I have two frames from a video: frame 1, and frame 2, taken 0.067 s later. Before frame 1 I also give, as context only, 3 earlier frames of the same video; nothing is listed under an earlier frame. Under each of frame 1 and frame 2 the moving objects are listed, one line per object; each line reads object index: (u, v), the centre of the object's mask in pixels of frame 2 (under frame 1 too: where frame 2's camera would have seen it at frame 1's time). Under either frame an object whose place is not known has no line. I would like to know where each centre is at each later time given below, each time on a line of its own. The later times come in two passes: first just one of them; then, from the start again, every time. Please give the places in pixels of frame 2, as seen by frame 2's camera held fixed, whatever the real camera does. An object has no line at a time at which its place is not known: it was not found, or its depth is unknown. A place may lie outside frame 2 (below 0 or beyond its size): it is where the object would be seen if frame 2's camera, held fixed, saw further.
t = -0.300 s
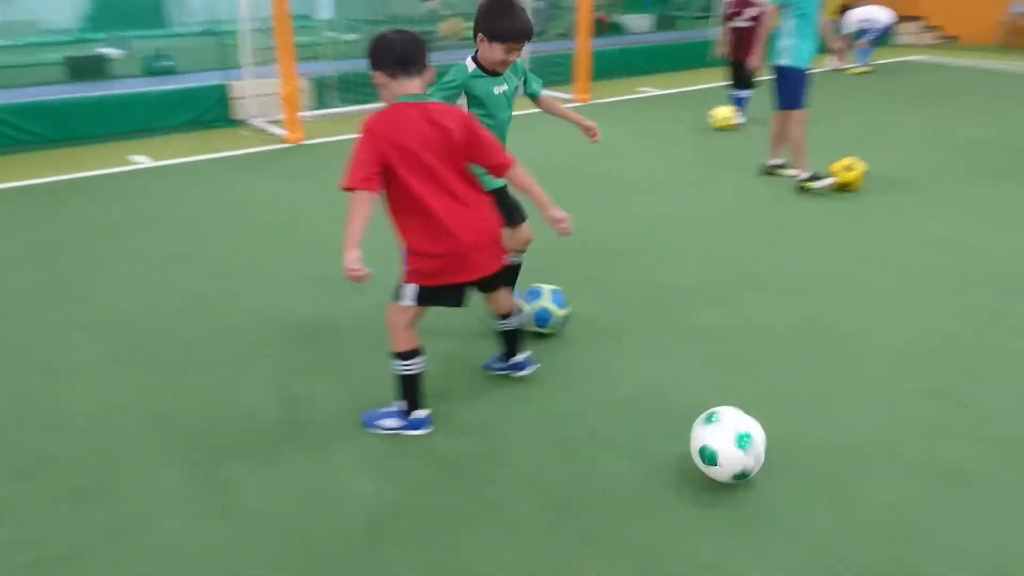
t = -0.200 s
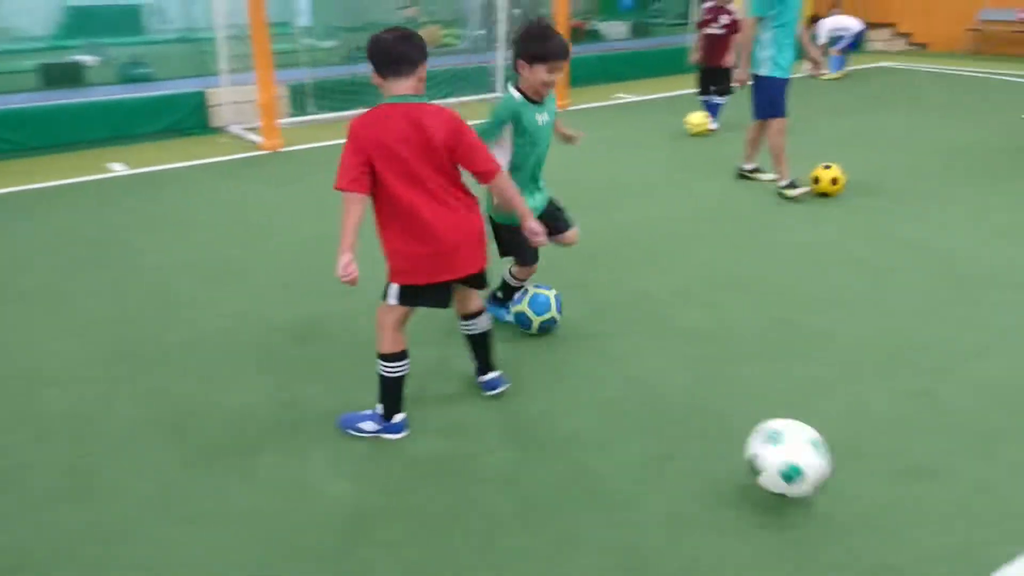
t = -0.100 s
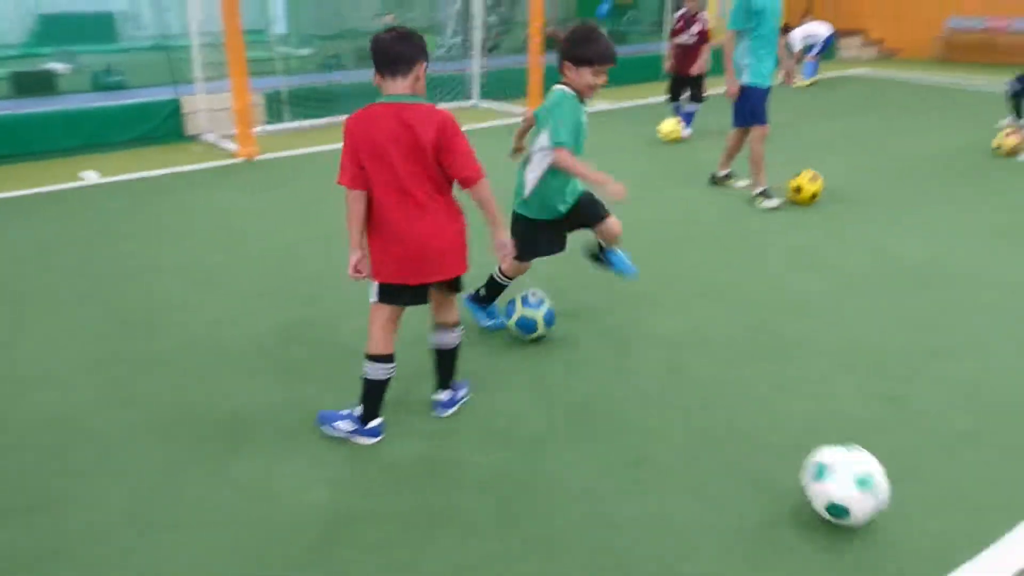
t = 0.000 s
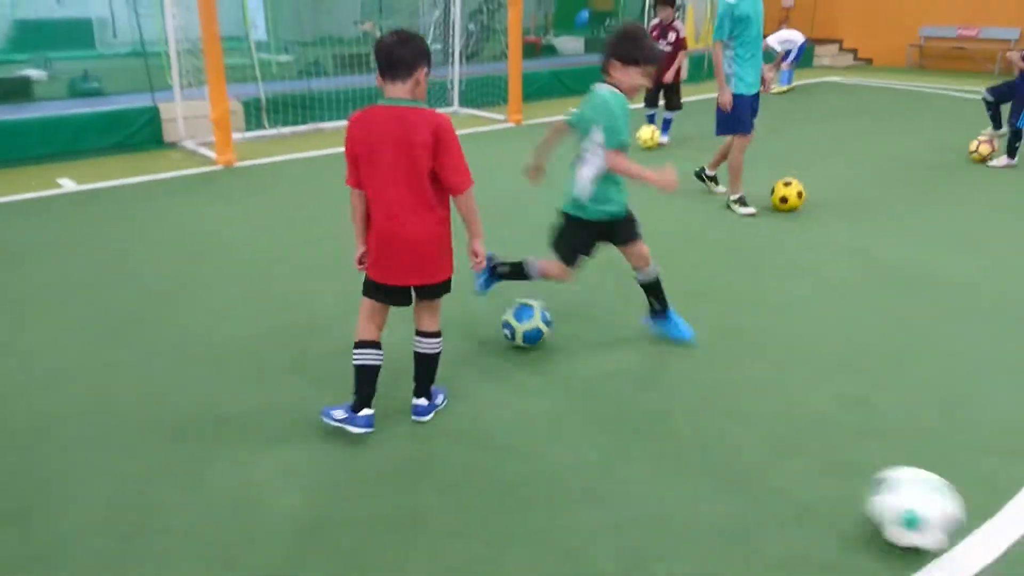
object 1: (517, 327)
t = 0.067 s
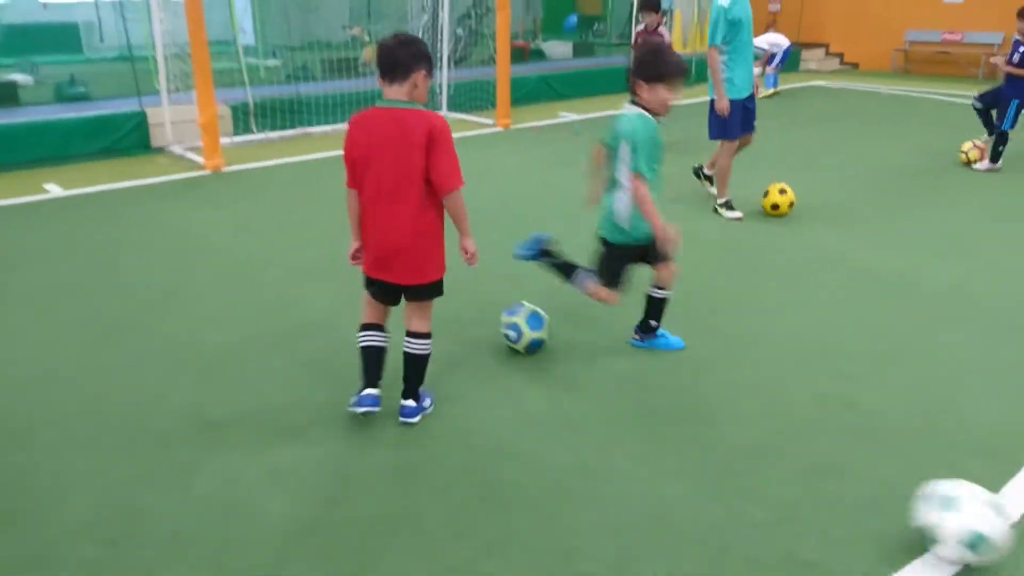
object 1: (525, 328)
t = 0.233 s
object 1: (547, 329)
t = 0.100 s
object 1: (529, 327)
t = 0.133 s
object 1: (534, 328)
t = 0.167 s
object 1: (540, 328)
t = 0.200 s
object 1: (544, 328)
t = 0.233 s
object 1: (547, 329)
